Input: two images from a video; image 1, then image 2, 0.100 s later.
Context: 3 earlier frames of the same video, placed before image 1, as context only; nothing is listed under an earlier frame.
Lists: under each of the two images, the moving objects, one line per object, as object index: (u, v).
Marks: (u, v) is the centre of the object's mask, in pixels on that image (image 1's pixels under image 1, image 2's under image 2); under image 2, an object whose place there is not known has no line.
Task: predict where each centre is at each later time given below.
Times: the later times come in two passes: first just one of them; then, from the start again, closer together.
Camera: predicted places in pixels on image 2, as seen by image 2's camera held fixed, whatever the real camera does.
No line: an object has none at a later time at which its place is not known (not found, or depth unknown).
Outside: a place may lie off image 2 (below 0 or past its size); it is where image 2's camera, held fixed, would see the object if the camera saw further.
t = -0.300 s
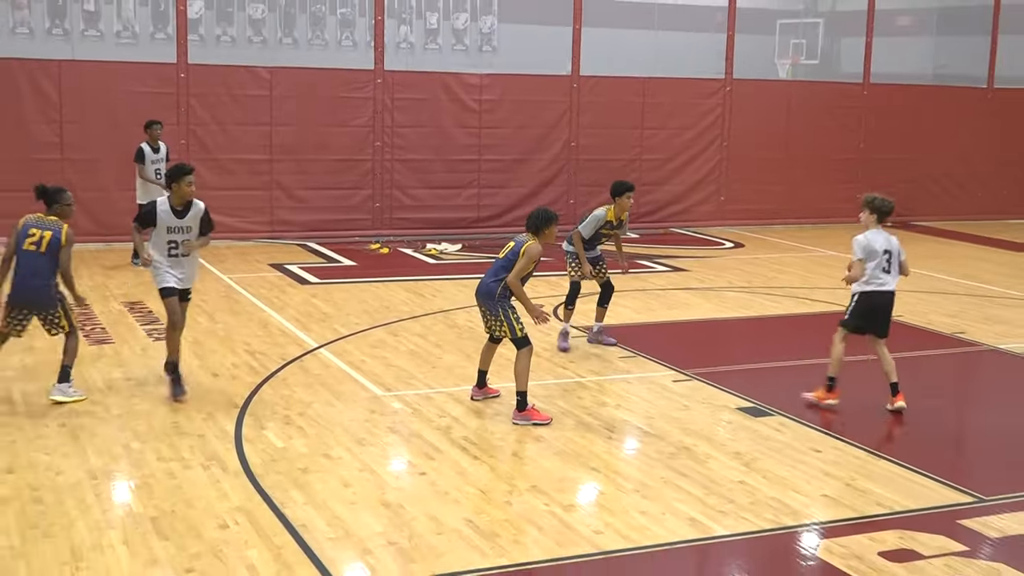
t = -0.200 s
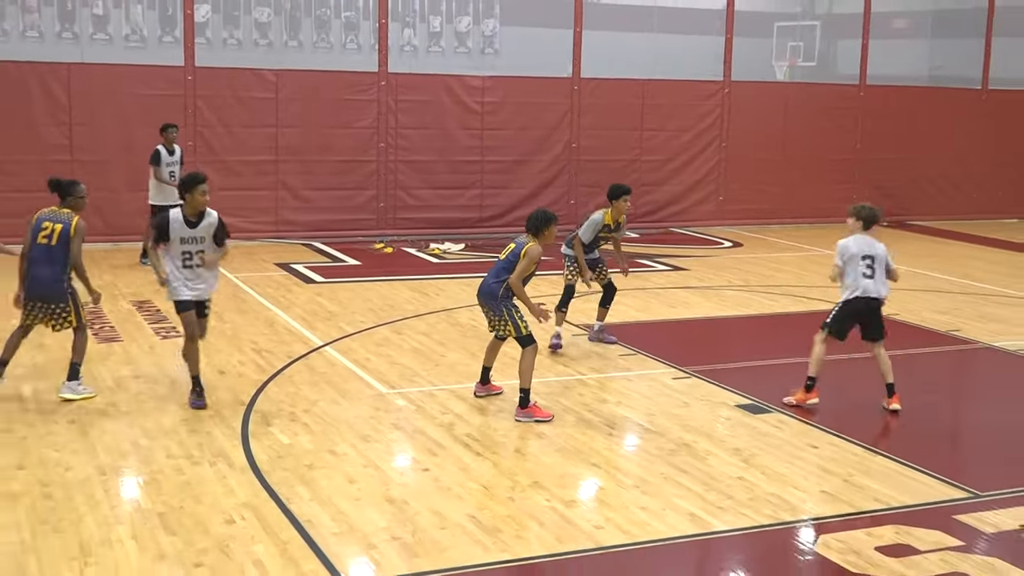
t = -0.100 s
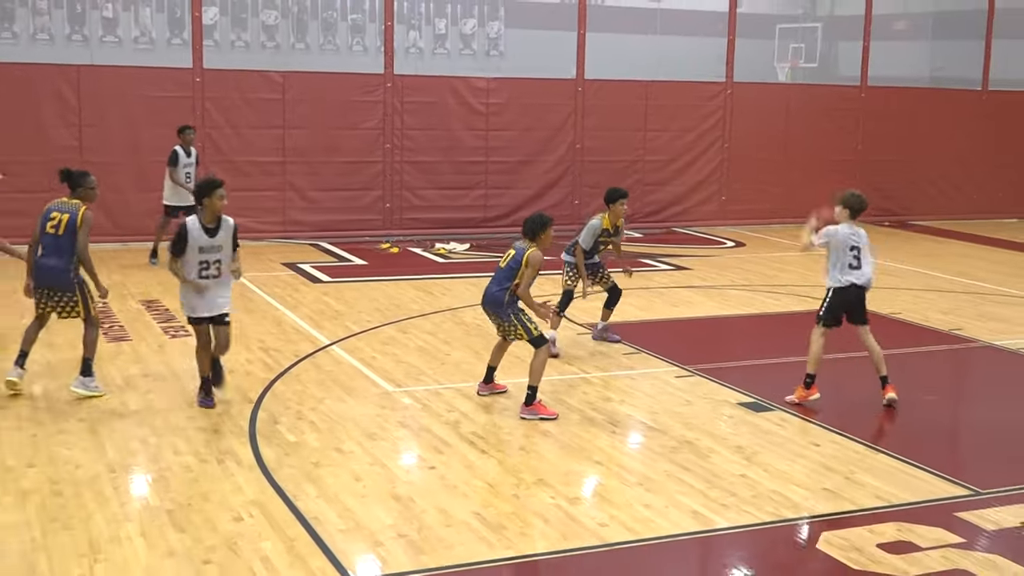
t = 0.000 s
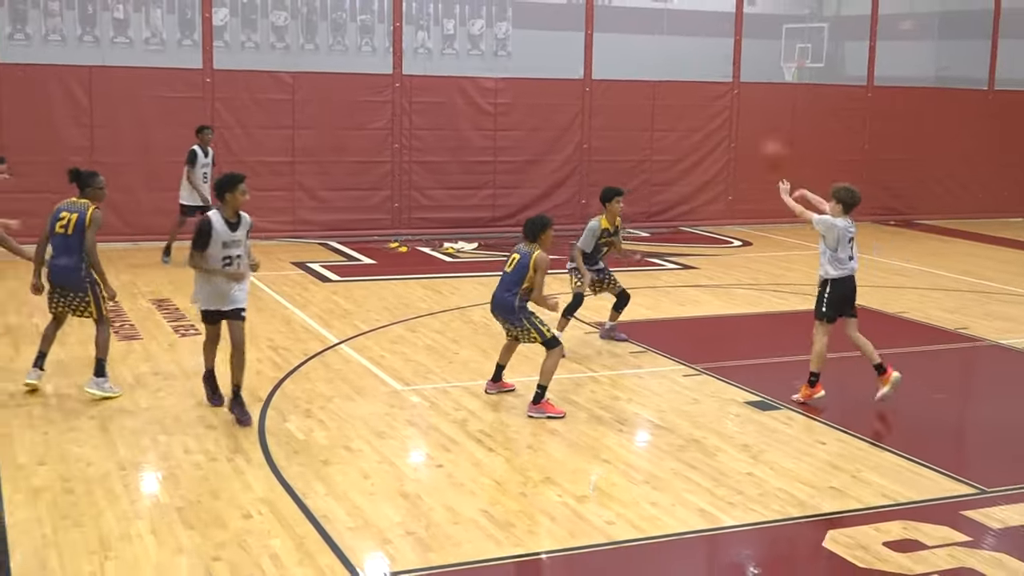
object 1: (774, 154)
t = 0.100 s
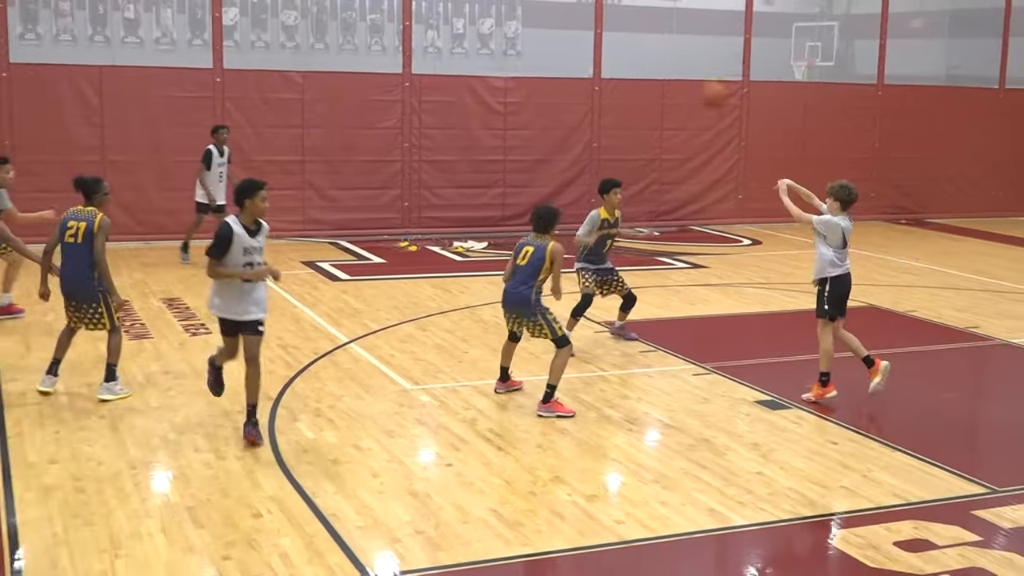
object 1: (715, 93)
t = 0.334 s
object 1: (579, 21)
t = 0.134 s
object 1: (693, 79)
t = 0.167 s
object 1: (671, 66)
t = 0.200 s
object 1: (652, 54)
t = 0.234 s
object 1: (633, 42)
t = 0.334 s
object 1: (579, 21)
